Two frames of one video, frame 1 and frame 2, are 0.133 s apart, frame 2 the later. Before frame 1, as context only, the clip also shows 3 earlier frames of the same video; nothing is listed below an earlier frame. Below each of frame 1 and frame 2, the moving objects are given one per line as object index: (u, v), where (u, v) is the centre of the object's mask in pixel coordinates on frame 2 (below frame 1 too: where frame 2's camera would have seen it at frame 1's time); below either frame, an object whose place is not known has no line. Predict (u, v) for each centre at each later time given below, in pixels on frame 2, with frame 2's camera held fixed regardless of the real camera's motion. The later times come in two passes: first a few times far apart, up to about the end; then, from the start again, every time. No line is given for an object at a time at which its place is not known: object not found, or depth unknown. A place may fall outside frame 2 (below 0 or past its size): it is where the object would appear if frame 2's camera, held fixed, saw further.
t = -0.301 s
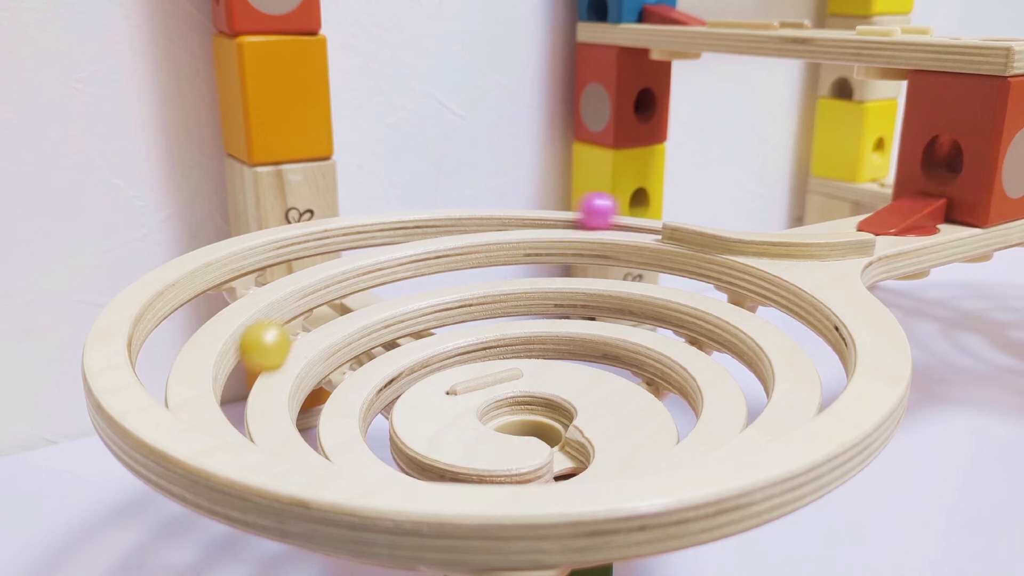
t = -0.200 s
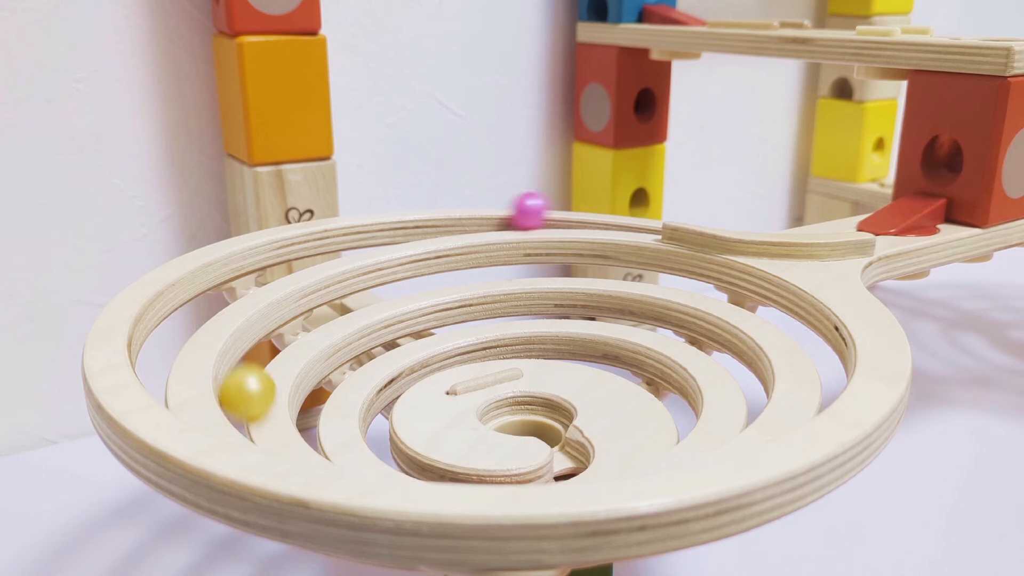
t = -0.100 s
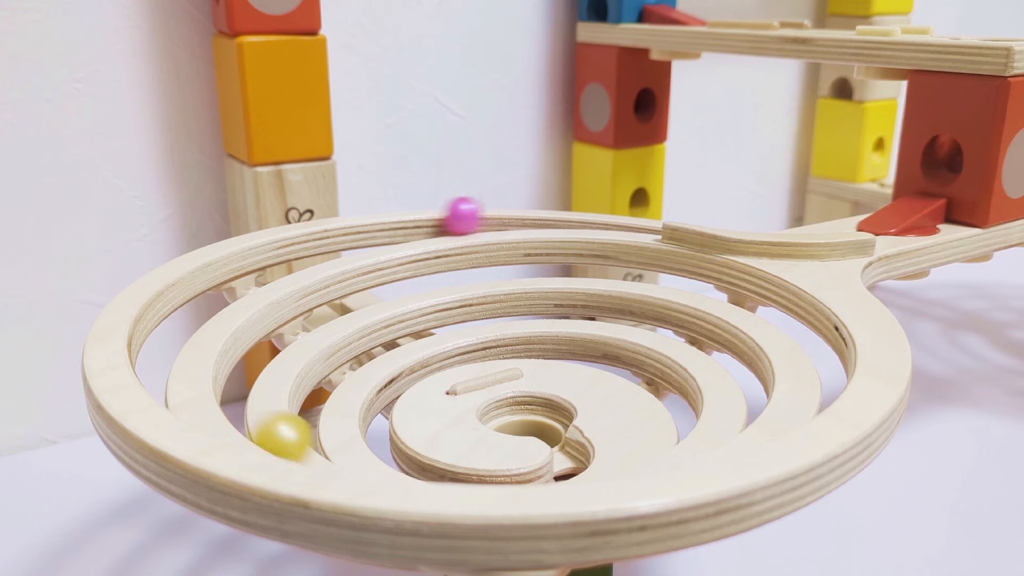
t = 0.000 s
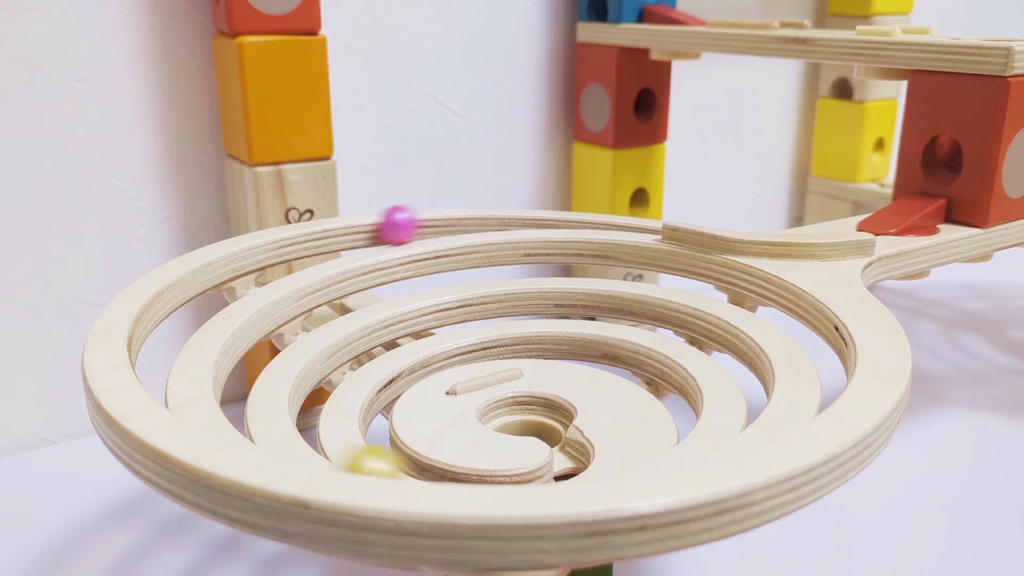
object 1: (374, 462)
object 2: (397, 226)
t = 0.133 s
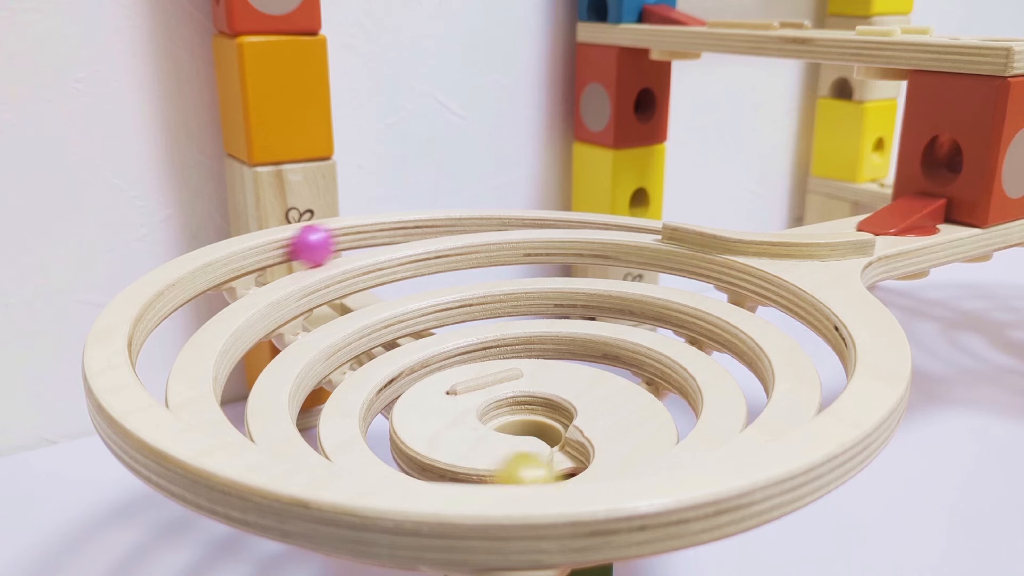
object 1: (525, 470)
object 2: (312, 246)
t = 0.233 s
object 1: (623, 458)
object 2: (251, 270)
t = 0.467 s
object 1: (734, 403)
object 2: (166, 360)
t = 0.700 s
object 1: (718, 342)
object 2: (297, 447)
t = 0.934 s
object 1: (613, 305)
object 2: (594, 464)
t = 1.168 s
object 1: (440, 314)
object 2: (785, 408)
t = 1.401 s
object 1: (319, 400)
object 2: (813, 337)
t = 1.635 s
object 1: (488, 471)
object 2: (740, 286)
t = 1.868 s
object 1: (668, 420)
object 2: (600, 260)
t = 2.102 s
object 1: (598, 348)
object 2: (425, 270)
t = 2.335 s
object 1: (441, 349)
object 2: (268, 343)
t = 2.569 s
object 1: (378, 414)
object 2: (302, 444)
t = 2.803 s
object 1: (498, 462)
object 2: (555, 468)
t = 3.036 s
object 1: (560, 422)
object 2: (717, 420)
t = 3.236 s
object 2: (735, 362)
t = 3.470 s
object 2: (653, 312)
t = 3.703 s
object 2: (490, 305)
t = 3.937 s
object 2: (331, 373)
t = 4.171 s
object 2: (424, 466)
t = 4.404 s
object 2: (652, 437)
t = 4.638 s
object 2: (626, 358)
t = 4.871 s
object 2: (473, 343)
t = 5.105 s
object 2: (377, 397)
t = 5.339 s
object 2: (464, 460)
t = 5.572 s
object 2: (569, 430)
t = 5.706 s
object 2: (532, 430)
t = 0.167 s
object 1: (562, 466)
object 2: (291, 252)
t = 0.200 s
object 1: (592, 463)
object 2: (270, 261)
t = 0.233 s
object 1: (623, 458)
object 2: (251, 270)
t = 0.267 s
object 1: (647, 452)
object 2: (232, 279)
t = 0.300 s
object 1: (670, 445)
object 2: (216, 290)
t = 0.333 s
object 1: (688, 437)
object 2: (202, 302)
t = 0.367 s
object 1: (703, 429)
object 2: (188, 315)
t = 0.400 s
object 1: (716, 421)
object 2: (177, 330)
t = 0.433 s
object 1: (726, 412)
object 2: (171, 345)
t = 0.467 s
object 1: (734, 403)
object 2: (166, 360)
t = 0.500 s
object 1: (739, 393)
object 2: (170, 376)
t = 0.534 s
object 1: (741, 384)
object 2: (177, 388)
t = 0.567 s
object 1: (740, 376)
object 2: (190, 400)
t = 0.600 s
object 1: (737, 366)
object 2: (210, 413)
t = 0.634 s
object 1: (733, 358)
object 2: (232, 425)
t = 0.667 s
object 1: (727, 350)
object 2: (261, 437)
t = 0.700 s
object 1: (718, 342)
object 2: (297, 447)
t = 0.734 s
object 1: (708, 335)
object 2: (335, 456)
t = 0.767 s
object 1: (698, 329)
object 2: (379, 462)
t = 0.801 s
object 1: (684, 322)
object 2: (422, 467)
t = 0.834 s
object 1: (668, 316)
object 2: (463, 470)
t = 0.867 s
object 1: (652, 311)
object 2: (511, 471)
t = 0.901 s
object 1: (633, 308)
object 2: (555, 467)
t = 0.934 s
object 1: (613, 305)
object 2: (594, 464)
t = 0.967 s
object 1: (591, 302)
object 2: (636, 458)
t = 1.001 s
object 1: (569, 301)
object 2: (670, 451)
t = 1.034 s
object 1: (545, 301)
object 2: (701, 443)
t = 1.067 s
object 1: (519, 301)
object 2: (728, 434)
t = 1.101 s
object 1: (494, 304)
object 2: (751, 425)
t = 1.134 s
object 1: (468, 308)
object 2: (769, 417)
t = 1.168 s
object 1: (440, 314)
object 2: (785, 408)
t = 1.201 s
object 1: (415, 321)
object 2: (798, 398)
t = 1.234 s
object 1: (391, 330)
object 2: (807, 389)
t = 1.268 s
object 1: (369, 342)
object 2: (813, 379)
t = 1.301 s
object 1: (349, 354)
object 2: (818, 368)
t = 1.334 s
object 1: (334, 368)
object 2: (818, 357)
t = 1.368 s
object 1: (324, 384)
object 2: (817, 347)
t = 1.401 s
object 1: (319, 400)
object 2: (813, 337)
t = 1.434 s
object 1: (322, 416)
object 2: (807, 329)
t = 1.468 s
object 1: (331, 432)
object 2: (799, 320)
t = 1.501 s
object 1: (351, 446)
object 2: (791, 312)
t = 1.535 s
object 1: (378, 457)
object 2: (780, 304)
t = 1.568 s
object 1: (412, 464)
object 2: (768, 297)
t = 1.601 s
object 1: (445, 469)
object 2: (754, 291)
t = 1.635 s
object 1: (488, 471)
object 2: (740, 286)
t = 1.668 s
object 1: (528, 470)
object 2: (724, 280)
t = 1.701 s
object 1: (565, 466)
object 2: (706, 274)
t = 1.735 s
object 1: (596, 461)
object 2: (687, 269)
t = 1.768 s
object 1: (623, 452)
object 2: (667, 265)
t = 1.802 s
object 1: (645, 442)
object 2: (646, 263)
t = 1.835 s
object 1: (659, 432)
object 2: (623, 261)
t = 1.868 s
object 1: (668, 420)
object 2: (600, 260)
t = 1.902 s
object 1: (671, 407)
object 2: (577, 259)
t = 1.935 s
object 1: (668, 394)
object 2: (554, 259)
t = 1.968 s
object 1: (661, 382)
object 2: (529, 259)
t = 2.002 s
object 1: (650, 372)
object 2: (503, 259)
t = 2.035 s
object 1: (636, 363)
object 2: (477, 262)
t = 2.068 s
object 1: (617, 354)
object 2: (452, 265)
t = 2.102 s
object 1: (598, 348)
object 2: (425, 270)
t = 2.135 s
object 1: (577, 343)
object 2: (399, 276)
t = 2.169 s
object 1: (555, 340)
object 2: (374, 283)
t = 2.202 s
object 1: (532, 339)
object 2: (347, 294)
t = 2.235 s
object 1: (508, 339)
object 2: (325, 303)
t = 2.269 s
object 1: (485, 341)
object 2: (303, 316)
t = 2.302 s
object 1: (463, 345)
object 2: (284, 328)
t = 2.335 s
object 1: (441, 349)
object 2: (268, 343)
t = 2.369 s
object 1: (423, 355)
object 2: (256, 357)
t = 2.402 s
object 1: (407, 363)
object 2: (248, 373)
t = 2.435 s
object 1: (394, 372)
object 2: (247, 389)
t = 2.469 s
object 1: (384, 382)
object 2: (250, 405)
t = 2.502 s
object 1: (378, 392)
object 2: (261, 420)
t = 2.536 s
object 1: (376, 402)
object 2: (280, 434)
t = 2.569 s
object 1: (378, 414)
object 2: (302, 444)
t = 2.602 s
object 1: (385, 425)
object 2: (332, 453)
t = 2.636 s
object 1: (398, 433)
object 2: (368, 461)
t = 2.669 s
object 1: (412, 437)
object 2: (406, 466)
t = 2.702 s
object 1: (427, 443)
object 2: (438, 469)
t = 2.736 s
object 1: (446, 454)
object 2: (479, 471)
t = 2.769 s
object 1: (471, 459)
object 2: (518, 471)
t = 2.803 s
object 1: (498, 462)
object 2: (555, 468)
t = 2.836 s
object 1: (523, 461)
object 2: (586, 464)
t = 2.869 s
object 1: (541, 458)
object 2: (620, 459)
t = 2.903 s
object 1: (558, 454)
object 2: (646, 453)
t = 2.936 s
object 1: (568, 447)
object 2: (669, 445)
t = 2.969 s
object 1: (572, 437)
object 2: (688, 436)
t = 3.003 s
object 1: (569, 428)
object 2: (704, 428)
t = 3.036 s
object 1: (560, 422)
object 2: (717, 420)
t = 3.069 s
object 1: (549, 417)
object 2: (727, 411)
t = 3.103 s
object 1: (535, 423)
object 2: (736, 401)
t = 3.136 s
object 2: (740, 391)
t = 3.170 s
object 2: (740, 381)
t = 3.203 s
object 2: (739, 371)
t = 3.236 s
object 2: (735, 362)
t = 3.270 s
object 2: (730, 352)
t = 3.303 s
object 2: (722, 344)
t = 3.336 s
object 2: (712, 337)
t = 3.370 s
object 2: (700, 331)
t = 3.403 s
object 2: (688, 324)
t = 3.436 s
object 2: (671, 317)
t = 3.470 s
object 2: (653, 312)
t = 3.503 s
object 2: (635, 308)
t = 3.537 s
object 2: (613, 305)
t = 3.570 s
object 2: (590, 303)
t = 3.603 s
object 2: (568, 301)
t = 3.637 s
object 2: (543, 301)
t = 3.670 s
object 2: (517, 302)
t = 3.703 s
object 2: (490, 305)
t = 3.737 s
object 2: (463, 308)
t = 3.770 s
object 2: (436, 315)
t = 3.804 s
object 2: (411, 323)
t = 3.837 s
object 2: (386, 332)
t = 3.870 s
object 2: (364, 345)
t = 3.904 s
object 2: (345, 358)
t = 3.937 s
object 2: (331, 373)
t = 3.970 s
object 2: (322, 388)
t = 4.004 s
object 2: (319, 404)
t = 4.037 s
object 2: (323, 421)
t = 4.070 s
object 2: (336, 437)
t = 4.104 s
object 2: (359, 451)
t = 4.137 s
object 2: (393, 460)
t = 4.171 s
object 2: (424, 466)
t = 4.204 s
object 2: (461, 470)
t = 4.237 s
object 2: (503, 471)
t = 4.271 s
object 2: (546, 469)
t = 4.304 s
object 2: (577, 465)
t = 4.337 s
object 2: (606, 458)
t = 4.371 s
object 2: (633, 448)
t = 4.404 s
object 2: (652, 437)
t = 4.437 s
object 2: (664, 427)
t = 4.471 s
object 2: (670, 414)
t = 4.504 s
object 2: (671, 400)
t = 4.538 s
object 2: (666, 388)
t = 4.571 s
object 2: (655, 376)
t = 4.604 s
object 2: (642, 367)
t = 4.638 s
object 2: (626, 358)
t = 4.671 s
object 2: (607, 351)
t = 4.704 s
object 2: (587, 345)
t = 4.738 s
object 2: (564, 342)
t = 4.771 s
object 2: (542, 340)
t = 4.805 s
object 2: (518, 339)
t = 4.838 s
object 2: (495, 340)
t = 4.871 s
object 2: (473, 343)
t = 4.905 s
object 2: (451, 348)
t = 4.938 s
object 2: (431, 353)
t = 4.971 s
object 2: (415, 359)
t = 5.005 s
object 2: (400, 367)
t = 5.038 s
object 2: (388, 377)
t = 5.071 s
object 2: (381, 387)
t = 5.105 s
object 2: (377, 397)
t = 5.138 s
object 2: (377, 409)
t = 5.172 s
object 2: (381, 420)
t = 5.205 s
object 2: (389, 431)
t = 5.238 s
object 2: (403, 442)
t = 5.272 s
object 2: (420, 451)
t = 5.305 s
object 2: (441, 457)
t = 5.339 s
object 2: (464, 460)
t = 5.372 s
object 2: (489, 462)
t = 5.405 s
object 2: (512, 462)
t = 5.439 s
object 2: (535, 459)
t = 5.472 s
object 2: (553, 455)
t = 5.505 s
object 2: (565, 450)
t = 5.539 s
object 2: (571, 439)
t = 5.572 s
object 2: (569, 430)
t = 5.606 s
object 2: (561, 423)
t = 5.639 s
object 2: (550, 418)
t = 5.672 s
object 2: (536, 422)
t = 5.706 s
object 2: (532, 430)
